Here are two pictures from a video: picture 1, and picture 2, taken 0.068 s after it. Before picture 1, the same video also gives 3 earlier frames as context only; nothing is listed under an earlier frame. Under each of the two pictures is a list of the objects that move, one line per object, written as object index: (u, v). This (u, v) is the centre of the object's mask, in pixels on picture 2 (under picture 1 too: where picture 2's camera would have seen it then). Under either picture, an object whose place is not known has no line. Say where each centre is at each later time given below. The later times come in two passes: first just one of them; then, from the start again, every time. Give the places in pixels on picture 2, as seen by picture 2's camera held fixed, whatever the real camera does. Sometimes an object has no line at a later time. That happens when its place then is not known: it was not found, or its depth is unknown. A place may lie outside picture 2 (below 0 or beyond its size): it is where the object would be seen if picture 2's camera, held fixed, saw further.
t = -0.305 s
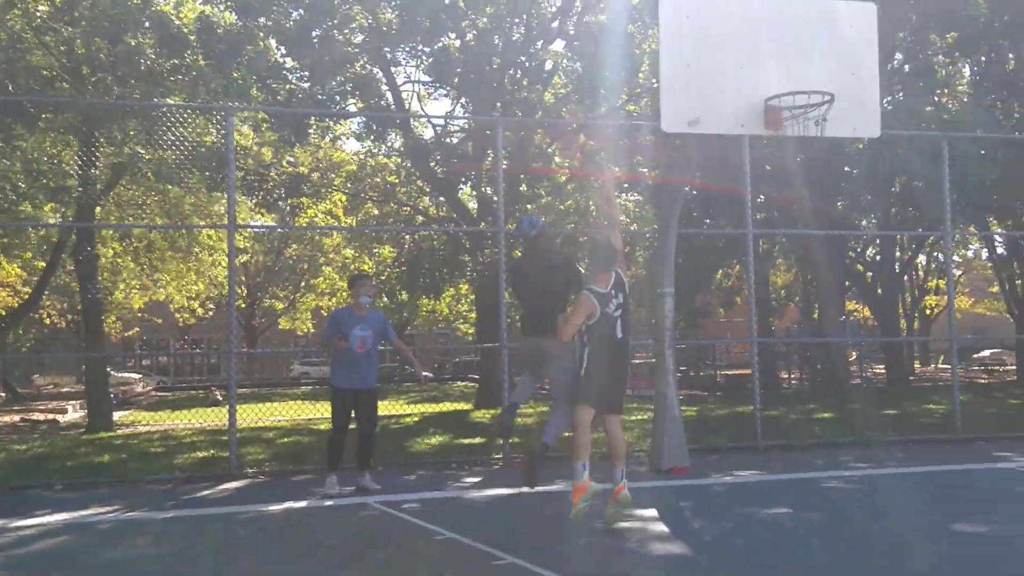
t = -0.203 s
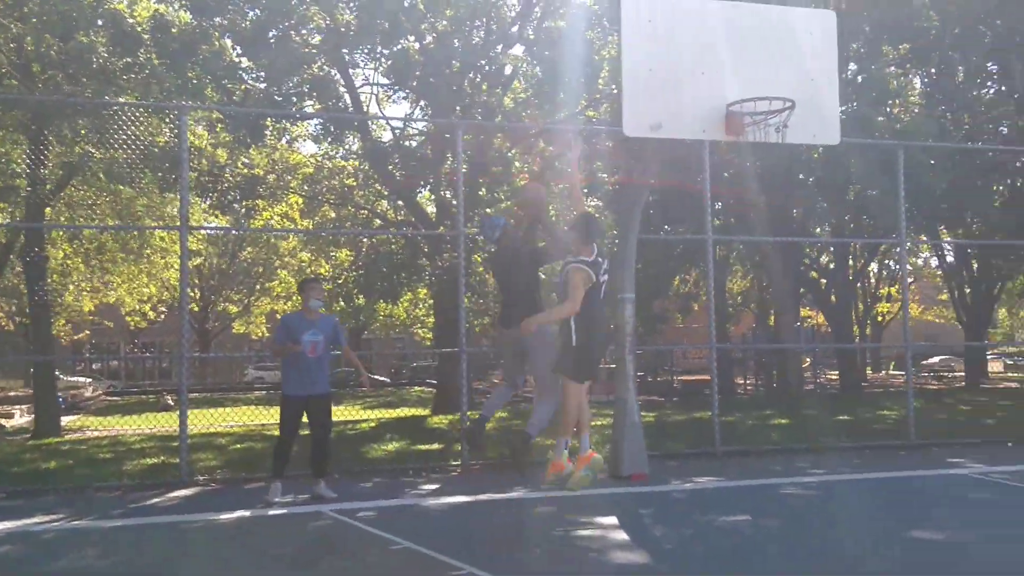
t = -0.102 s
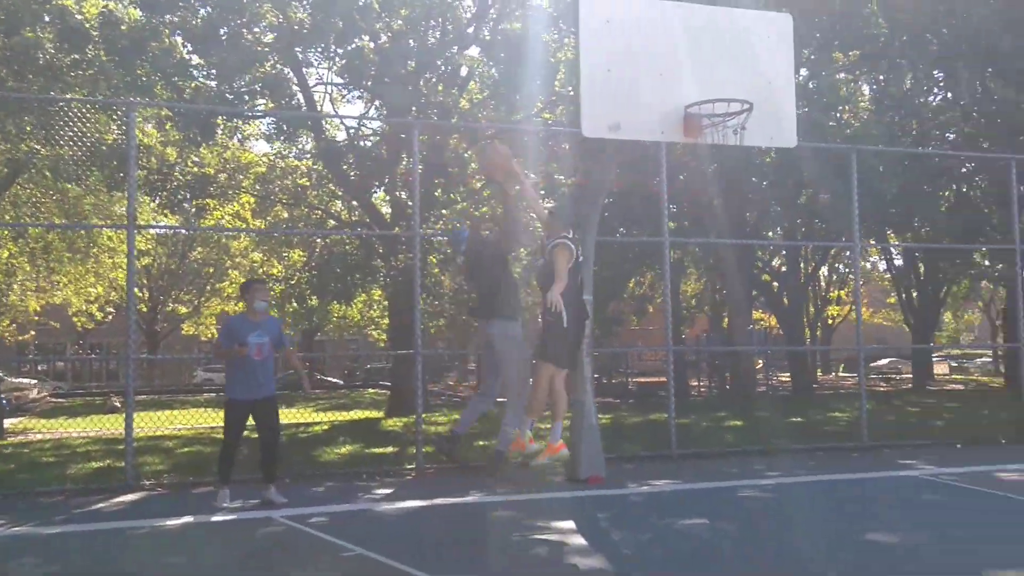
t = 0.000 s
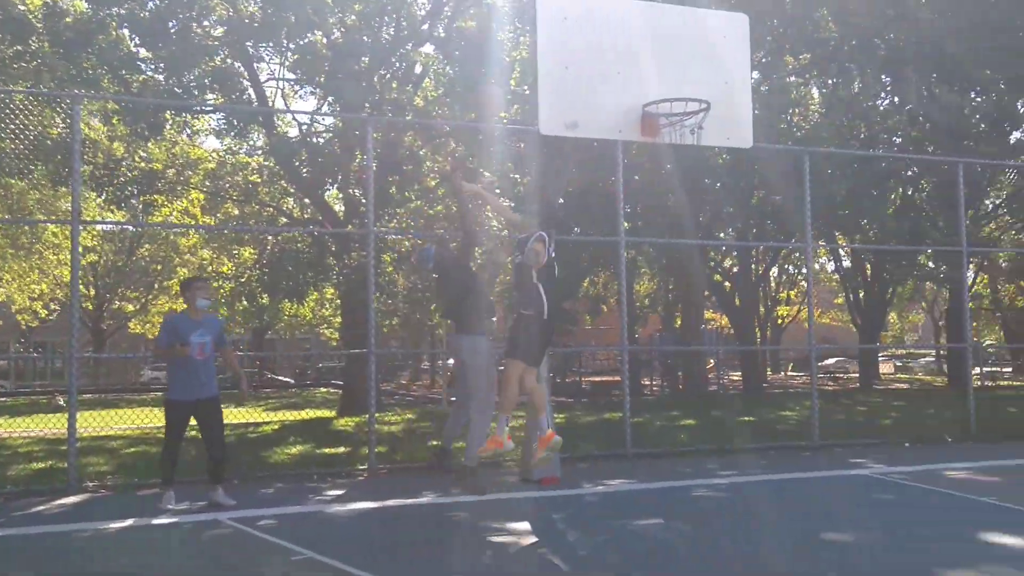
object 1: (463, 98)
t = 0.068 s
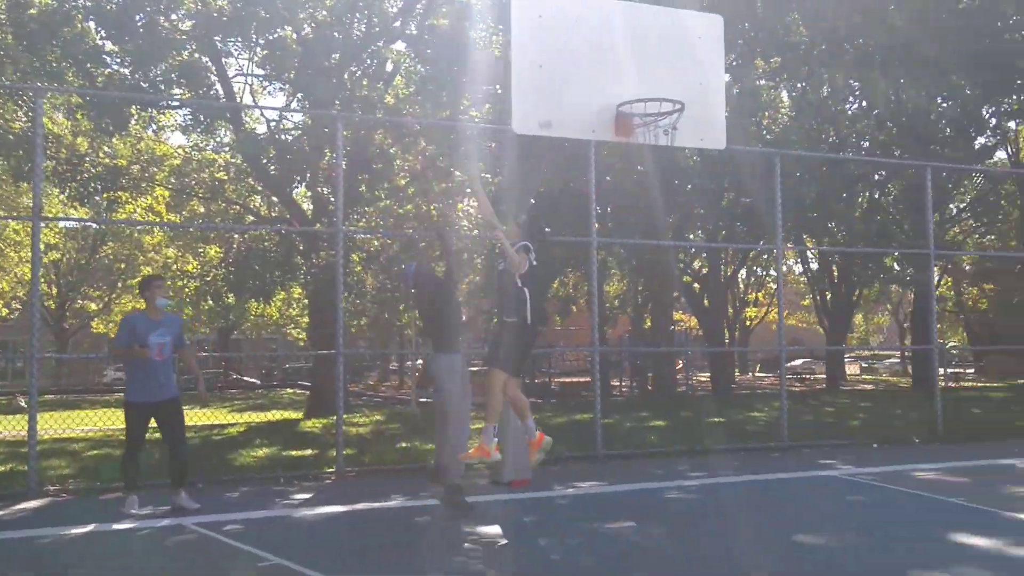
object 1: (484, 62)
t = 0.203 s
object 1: (543, 26)
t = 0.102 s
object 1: (500, 56)
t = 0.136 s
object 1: (514, 44)
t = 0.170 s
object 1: (528, 34)
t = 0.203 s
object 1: (543, 26)
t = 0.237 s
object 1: (557, 19)
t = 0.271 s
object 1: (571, 14)
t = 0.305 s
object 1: (585, 11)
